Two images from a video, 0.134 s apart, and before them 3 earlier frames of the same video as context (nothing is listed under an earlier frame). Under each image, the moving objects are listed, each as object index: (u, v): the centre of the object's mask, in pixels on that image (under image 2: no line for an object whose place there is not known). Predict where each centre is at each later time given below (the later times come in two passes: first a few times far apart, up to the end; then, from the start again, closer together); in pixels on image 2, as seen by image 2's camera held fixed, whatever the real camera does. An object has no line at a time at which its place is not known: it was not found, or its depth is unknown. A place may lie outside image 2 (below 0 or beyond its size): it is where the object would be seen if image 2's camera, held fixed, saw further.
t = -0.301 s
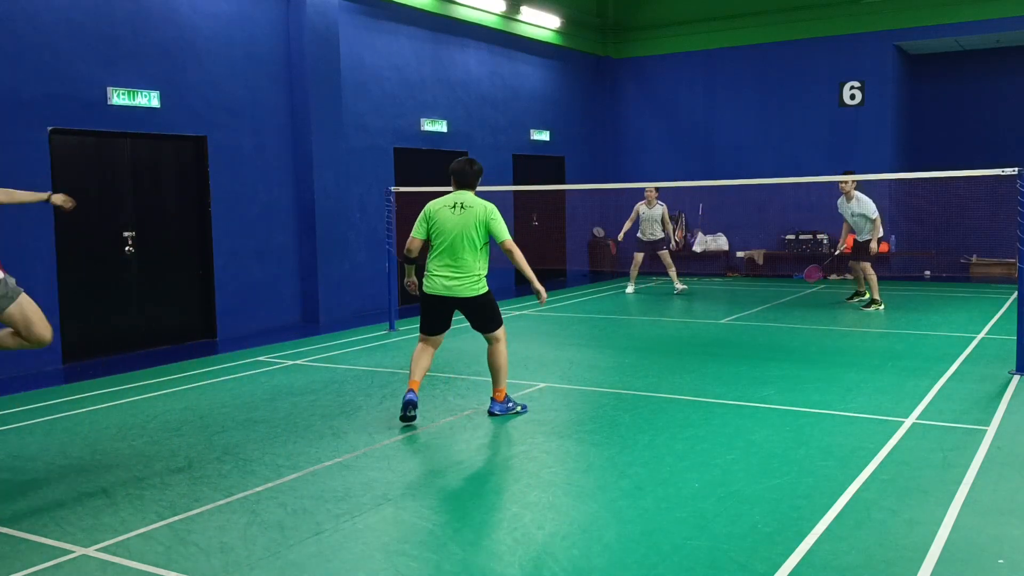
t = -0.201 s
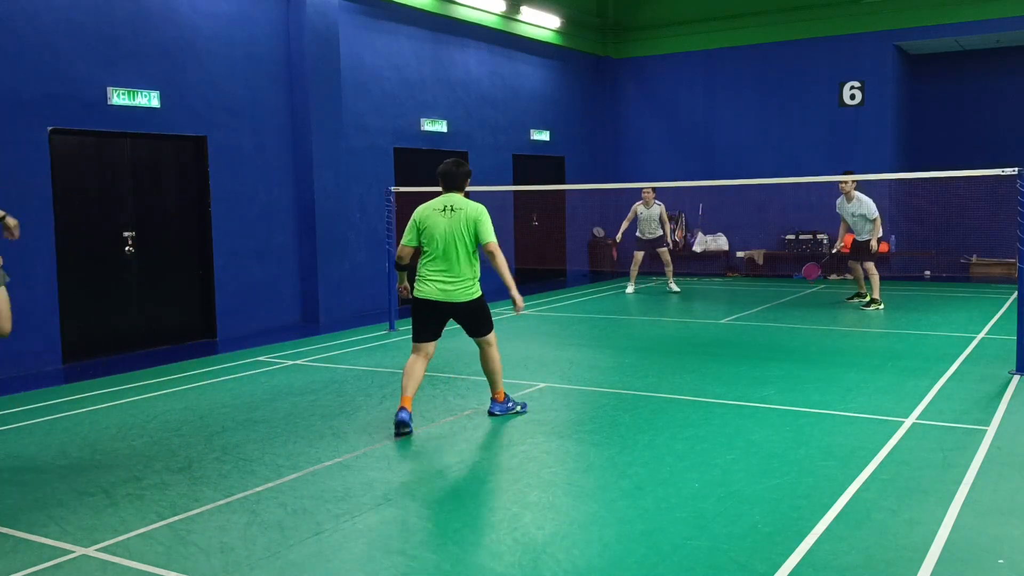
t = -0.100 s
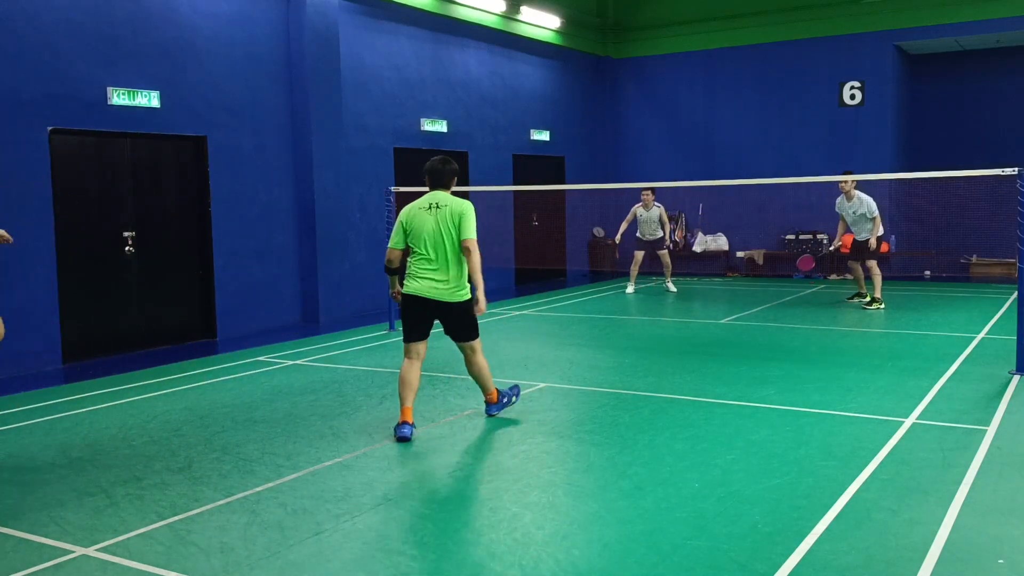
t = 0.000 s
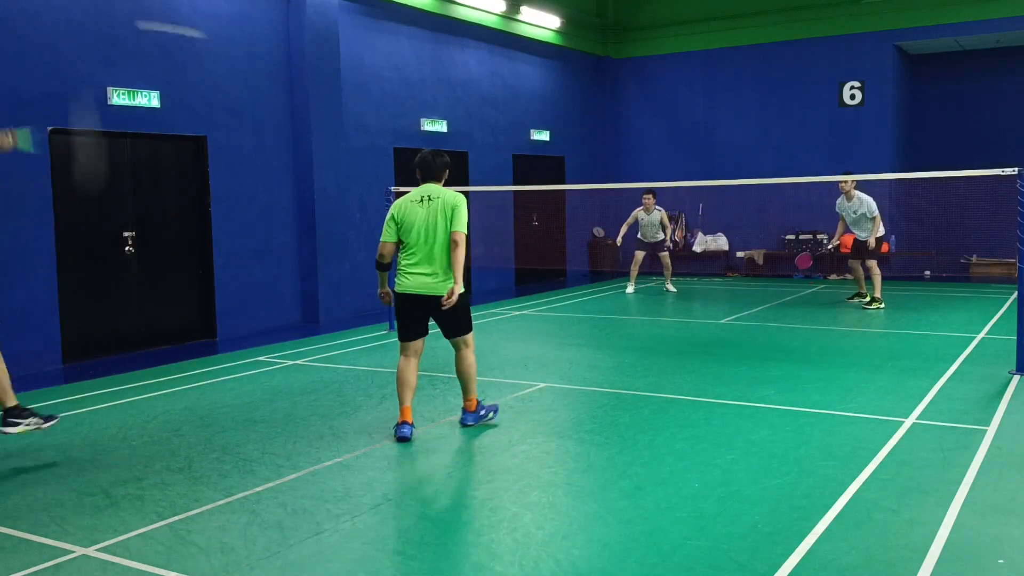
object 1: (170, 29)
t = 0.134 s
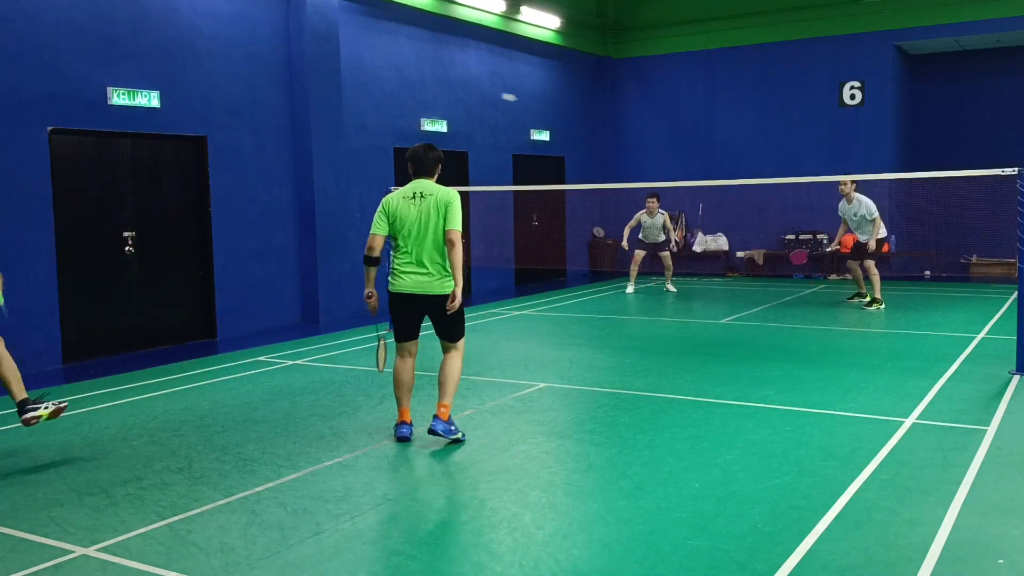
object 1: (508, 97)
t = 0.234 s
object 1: (586, 120)
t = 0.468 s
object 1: (670, 166)
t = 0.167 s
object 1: (540, 105)
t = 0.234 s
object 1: (586, 120)
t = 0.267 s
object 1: (603, 127)
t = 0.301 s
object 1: (618, 133)
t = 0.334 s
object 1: (631, 140)
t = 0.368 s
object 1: (643, 146)
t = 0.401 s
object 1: (653, 153)
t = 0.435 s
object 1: (662, 160)
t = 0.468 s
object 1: (670, 166)
